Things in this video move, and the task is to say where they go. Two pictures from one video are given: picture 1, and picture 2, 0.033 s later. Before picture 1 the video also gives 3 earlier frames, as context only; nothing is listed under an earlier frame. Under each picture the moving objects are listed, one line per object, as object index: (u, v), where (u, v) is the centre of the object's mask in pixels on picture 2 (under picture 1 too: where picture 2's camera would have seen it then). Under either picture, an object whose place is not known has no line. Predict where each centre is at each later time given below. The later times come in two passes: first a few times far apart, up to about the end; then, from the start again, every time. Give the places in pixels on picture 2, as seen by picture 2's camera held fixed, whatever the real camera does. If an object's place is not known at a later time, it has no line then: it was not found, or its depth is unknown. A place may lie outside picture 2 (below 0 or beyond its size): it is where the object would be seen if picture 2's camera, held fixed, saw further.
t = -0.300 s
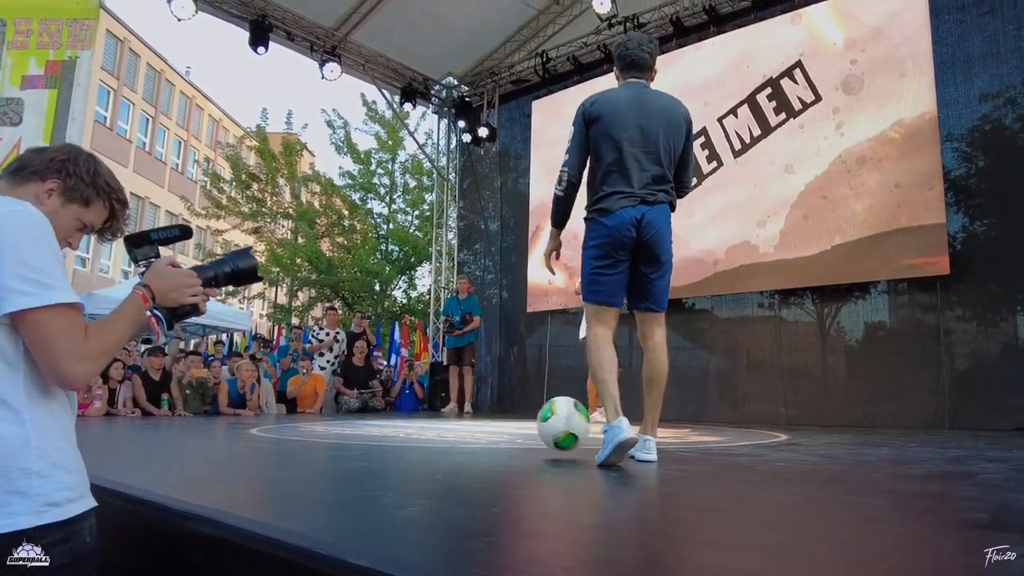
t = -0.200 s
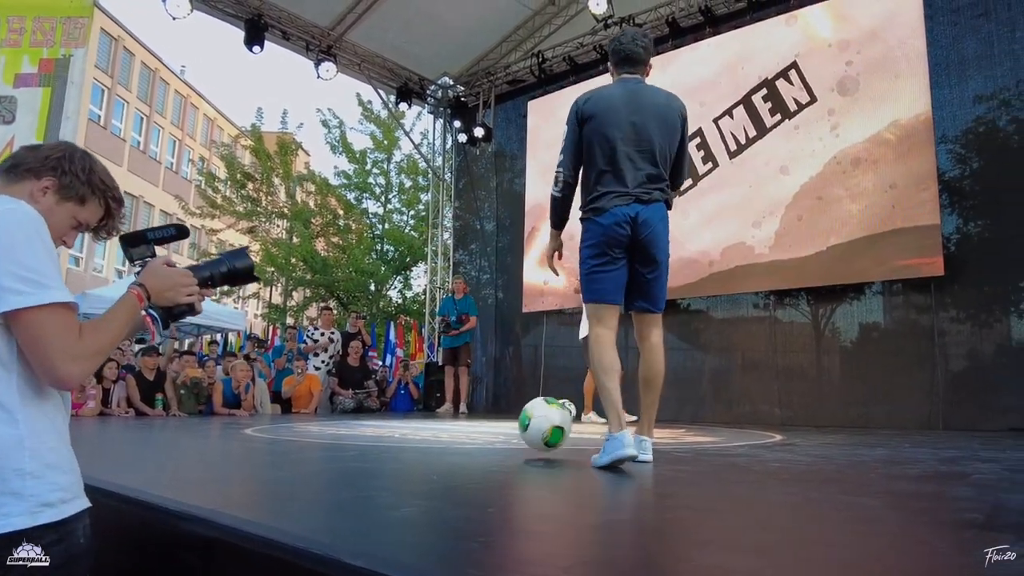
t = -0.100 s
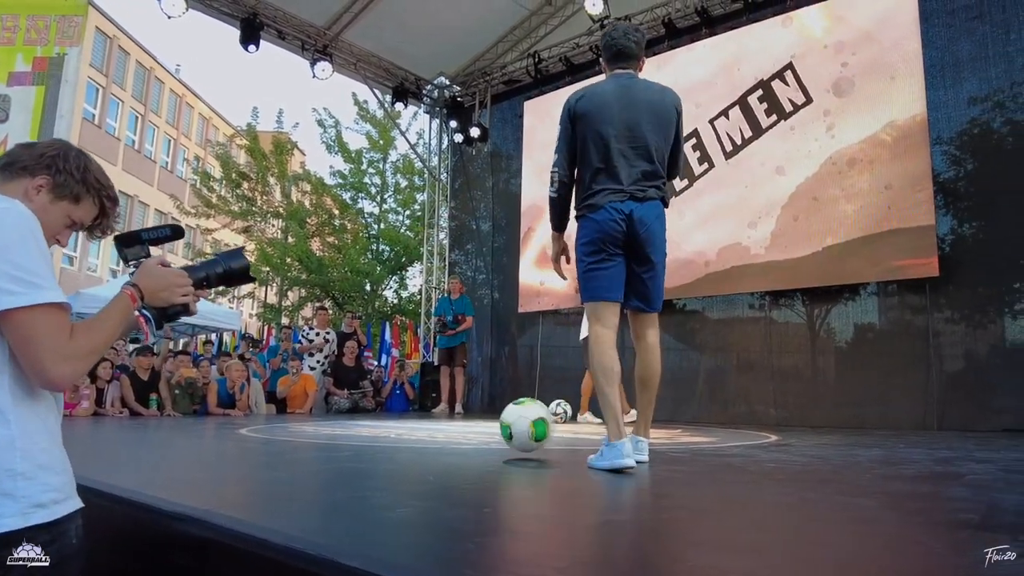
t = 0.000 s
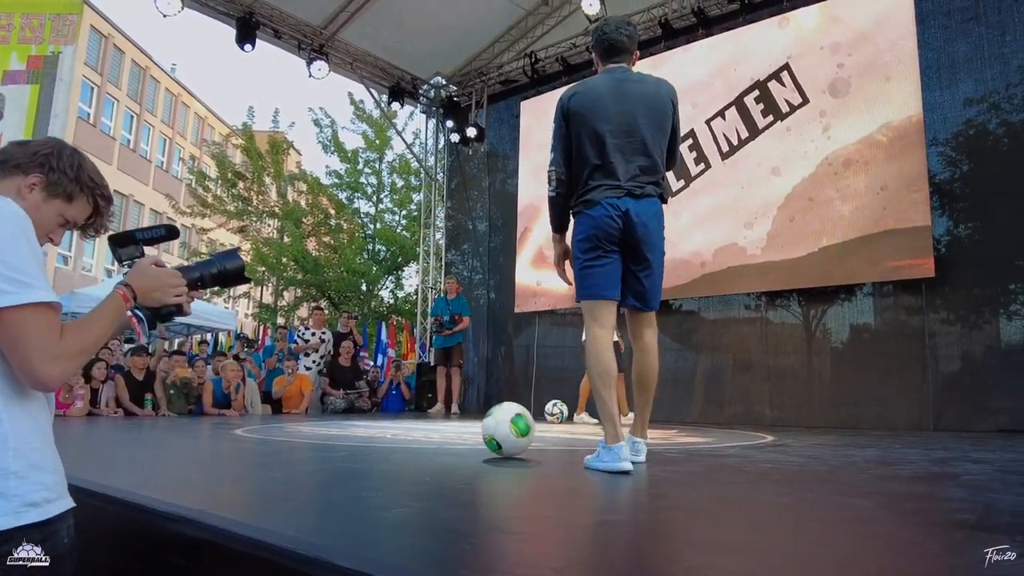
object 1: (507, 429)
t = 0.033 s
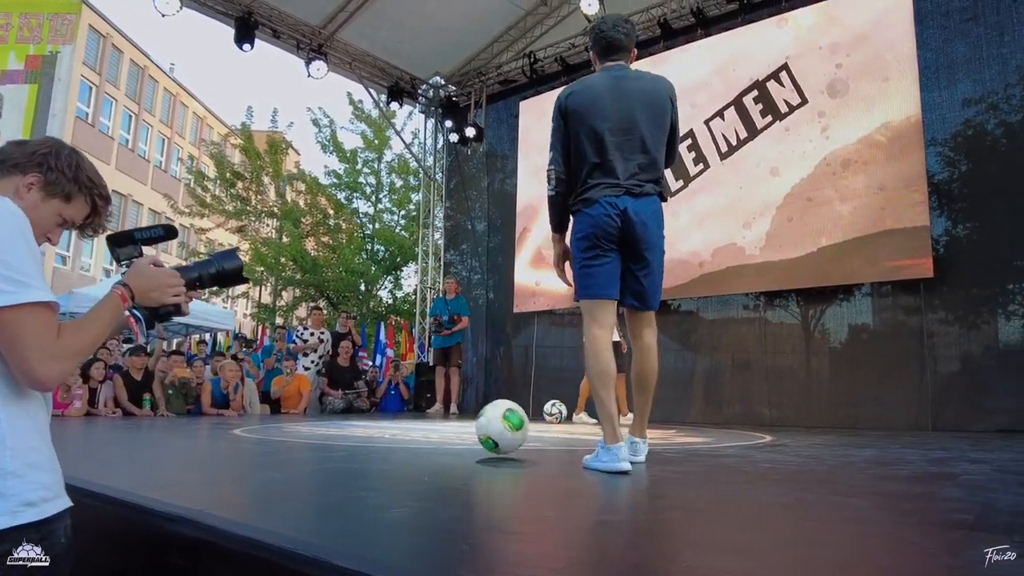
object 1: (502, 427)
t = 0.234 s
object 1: (473, 428)
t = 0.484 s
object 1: (439, 429)
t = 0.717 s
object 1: (408, 428)
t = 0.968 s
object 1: (377, 427)
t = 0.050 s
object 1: (499, 426)
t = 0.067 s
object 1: (497, 427)
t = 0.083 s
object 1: (494, 428)
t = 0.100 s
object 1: (492, 430)
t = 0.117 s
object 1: (489, 429)
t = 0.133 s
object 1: (487, 428)
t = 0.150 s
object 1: (485, 428)
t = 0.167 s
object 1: (482, 428)
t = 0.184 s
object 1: (480, 429)
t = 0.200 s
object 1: (477, 429)
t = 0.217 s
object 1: (475, 428)
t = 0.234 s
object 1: (473, 428)
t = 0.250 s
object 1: (470, 429)
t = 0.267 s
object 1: (468, 429)
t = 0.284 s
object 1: (466, 428)
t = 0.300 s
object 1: (463, 429)
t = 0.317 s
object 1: (461, 429)
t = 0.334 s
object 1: (458, 429)
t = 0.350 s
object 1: (456, 429)
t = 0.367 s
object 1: (454, 429)
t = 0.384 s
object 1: (452, 429)
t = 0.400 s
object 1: (450, 429)
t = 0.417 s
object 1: (447, 429)
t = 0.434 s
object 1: (445, 429)
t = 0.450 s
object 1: (443, 429)
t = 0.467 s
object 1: (441, 429)
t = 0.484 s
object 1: (439, 429)
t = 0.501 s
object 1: (436, 428)
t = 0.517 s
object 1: (434, 428)
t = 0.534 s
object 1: (432, 428)
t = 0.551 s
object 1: (430, 428)
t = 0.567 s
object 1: (428, 428)
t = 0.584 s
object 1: (426, 428)
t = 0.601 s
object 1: (424, 428)
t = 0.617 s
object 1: (421, 428)
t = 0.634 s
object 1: (419, 428)
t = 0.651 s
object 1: (417, 428)
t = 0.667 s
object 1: (415, 428)
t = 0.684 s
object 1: (413, 428)
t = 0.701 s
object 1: (411, 428)
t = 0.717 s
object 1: (408, 428)
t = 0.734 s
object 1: (406, 428)
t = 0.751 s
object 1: (404, 428)
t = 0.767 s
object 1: (403, 428)
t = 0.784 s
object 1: (400, 428)
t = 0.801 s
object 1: (398, 427)
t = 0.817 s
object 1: (396, 428)
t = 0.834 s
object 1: (394, 428)
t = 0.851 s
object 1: (392, 428)
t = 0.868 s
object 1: (390, 427)
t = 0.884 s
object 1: (388, 427)
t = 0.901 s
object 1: (386, 427)
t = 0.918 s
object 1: (384, 427)
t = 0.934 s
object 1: (382, 427)
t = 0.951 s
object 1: (380, 427)
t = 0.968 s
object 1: (377, 427)
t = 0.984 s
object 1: (375, 427)
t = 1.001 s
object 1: (373, 427)
